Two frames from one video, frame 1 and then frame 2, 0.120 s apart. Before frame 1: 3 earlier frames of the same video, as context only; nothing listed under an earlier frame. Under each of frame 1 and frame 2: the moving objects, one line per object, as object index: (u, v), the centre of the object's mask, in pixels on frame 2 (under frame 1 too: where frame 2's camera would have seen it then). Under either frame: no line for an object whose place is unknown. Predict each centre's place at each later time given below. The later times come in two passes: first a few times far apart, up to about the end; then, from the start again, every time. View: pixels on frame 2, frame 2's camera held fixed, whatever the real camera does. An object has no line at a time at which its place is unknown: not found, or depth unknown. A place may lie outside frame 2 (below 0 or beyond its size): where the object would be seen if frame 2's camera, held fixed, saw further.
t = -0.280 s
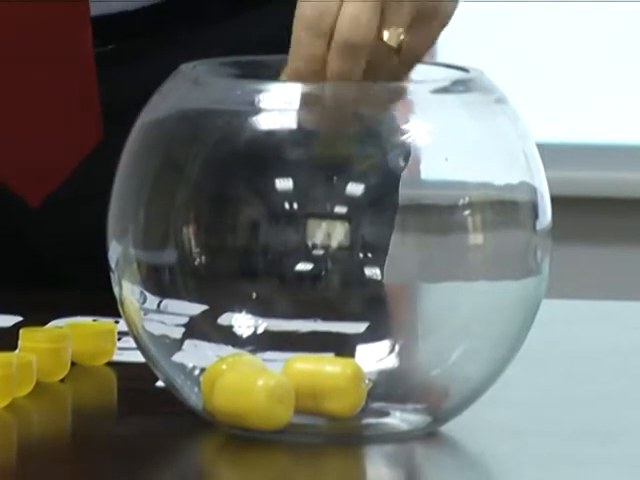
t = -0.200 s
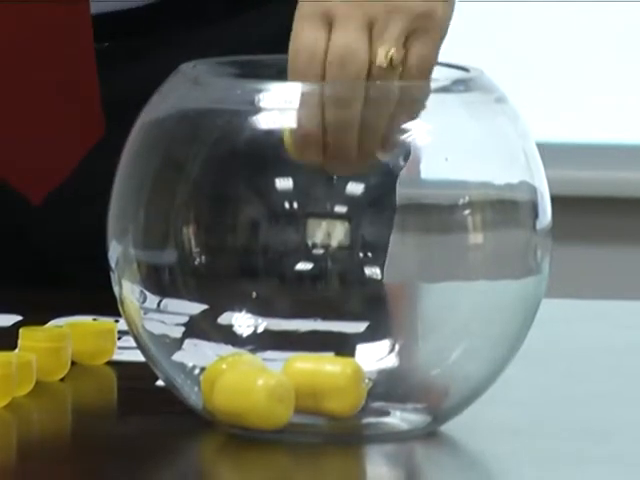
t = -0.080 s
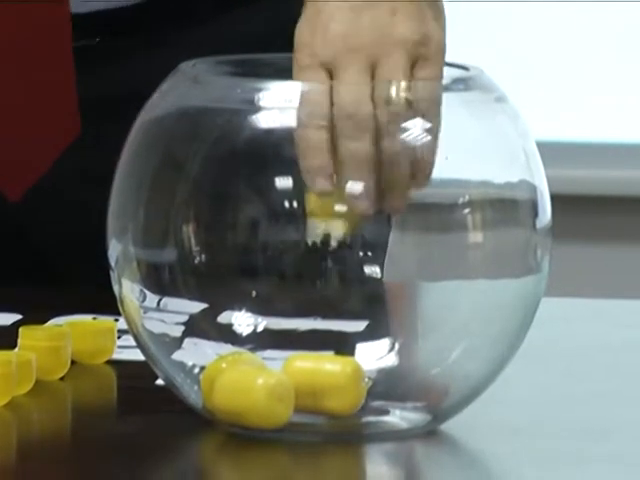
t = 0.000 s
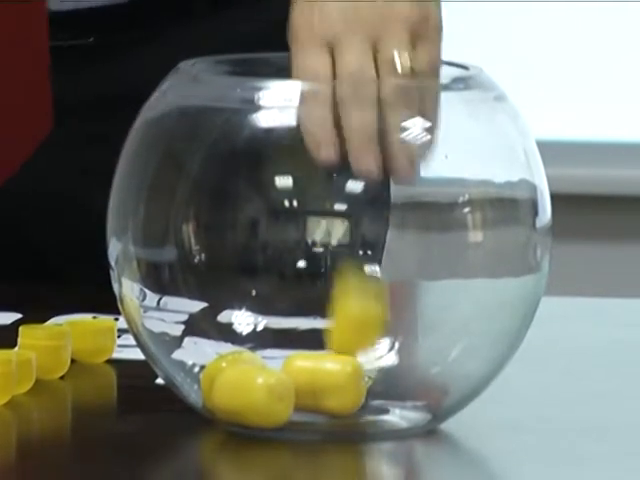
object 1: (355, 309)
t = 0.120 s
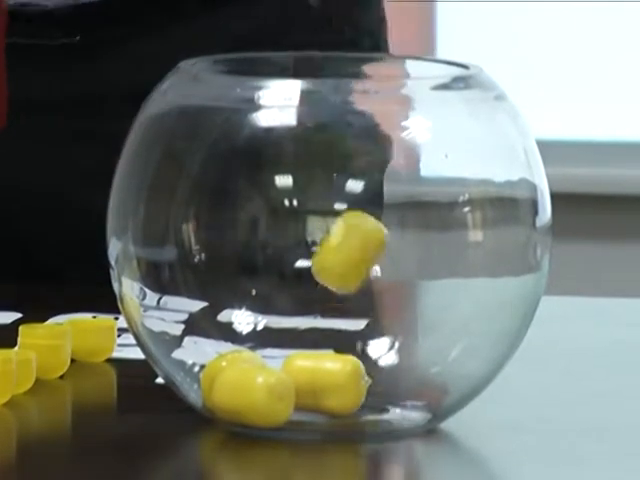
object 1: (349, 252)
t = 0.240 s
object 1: (343, 334)
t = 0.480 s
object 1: (415, 365)
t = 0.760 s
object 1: (392, 378)
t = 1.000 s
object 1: (402, 379)
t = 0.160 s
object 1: (345, 258)
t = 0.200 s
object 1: (341, 290)
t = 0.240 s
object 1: (343, 334)
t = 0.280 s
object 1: (361, 340)
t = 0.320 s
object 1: (389, 352)
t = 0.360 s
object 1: (402, 347)
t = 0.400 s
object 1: (402, 340)
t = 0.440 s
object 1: (401, 357)
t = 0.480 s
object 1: (415, 365)
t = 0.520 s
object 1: (417, 363)
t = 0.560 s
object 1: (415, 369)
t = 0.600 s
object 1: (414, 375)
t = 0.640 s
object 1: (406, 376)
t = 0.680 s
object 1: (401, 378)
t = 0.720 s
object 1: (397, 378)
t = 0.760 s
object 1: (392, 378)
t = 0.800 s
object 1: (391, 378)
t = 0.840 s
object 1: (391, 378)
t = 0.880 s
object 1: (392, 379)
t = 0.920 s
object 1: (393, 378)
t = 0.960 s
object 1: (396, 379)
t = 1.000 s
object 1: (402, 379)
